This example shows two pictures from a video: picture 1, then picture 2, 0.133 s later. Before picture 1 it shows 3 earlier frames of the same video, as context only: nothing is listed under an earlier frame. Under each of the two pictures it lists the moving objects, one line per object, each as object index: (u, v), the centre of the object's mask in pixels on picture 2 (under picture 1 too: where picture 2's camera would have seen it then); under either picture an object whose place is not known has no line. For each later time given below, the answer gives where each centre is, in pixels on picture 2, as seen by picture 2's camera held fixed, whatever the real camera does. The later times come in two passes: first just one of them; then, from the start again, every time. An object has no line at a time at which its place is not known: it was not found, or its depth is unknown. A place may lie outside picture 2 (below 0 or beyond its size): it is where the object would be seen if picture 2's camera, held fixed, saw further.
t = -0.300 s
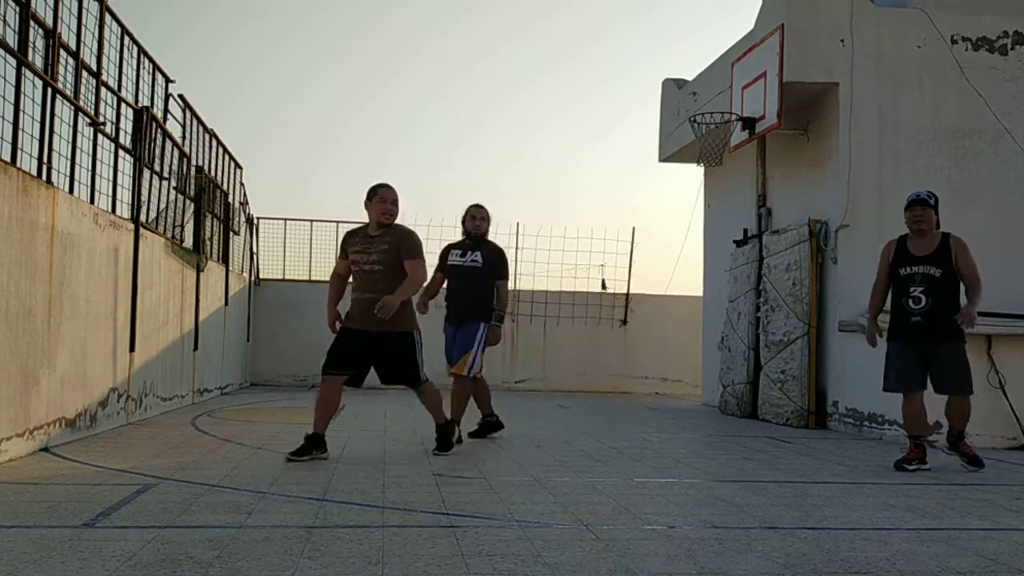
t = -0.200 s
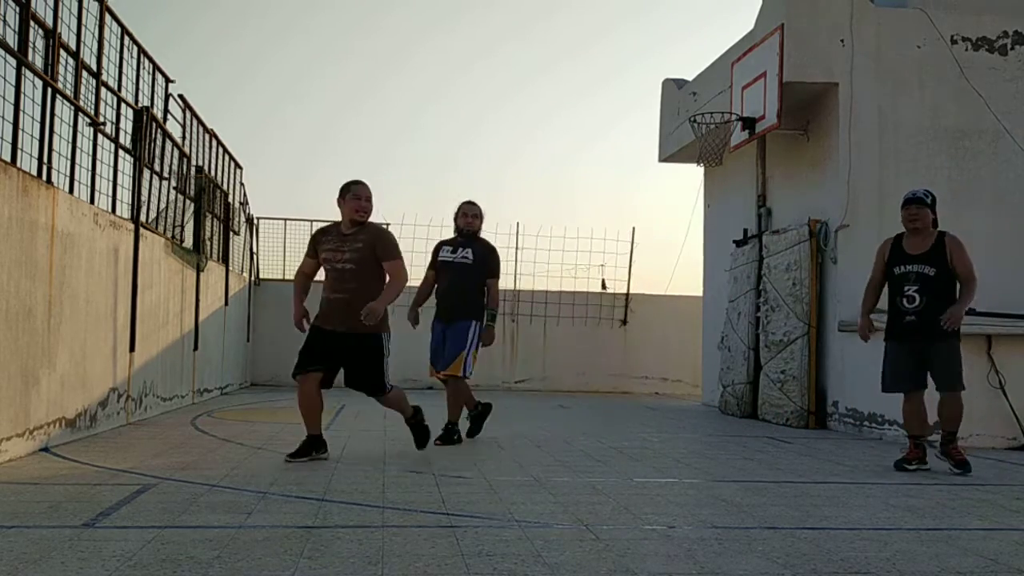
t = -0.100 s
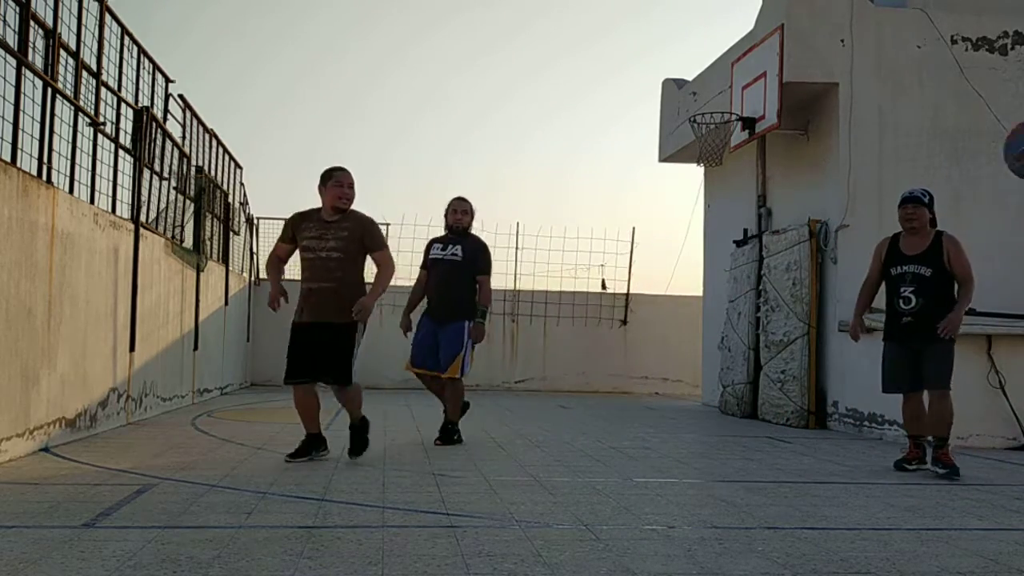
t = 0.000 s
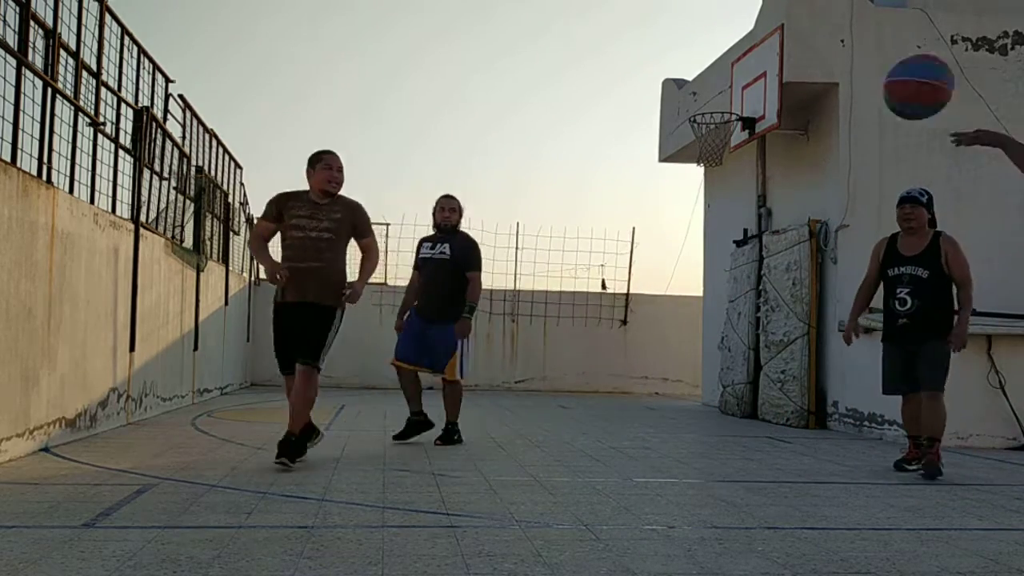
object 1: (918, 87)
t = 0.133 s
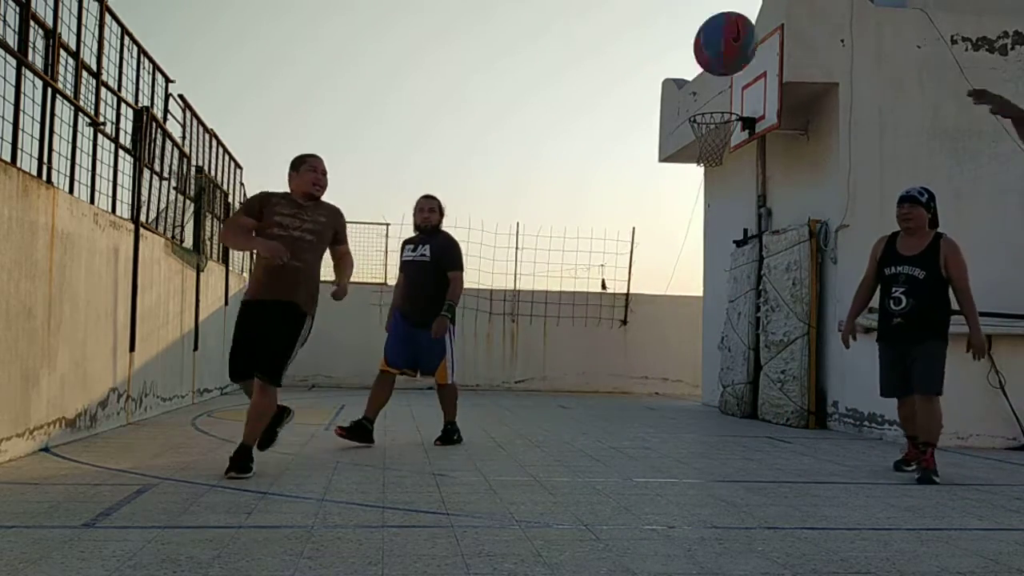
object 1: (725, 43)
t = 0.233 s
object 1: (591, 42)
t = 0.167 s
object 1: (680, 40)
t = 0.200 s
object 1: (635, 39)
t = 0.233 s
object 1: (591, 42)
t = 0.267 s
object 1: (548, 46)
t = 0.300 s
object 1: (505, 53)
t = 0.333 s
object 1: (464, 63)
